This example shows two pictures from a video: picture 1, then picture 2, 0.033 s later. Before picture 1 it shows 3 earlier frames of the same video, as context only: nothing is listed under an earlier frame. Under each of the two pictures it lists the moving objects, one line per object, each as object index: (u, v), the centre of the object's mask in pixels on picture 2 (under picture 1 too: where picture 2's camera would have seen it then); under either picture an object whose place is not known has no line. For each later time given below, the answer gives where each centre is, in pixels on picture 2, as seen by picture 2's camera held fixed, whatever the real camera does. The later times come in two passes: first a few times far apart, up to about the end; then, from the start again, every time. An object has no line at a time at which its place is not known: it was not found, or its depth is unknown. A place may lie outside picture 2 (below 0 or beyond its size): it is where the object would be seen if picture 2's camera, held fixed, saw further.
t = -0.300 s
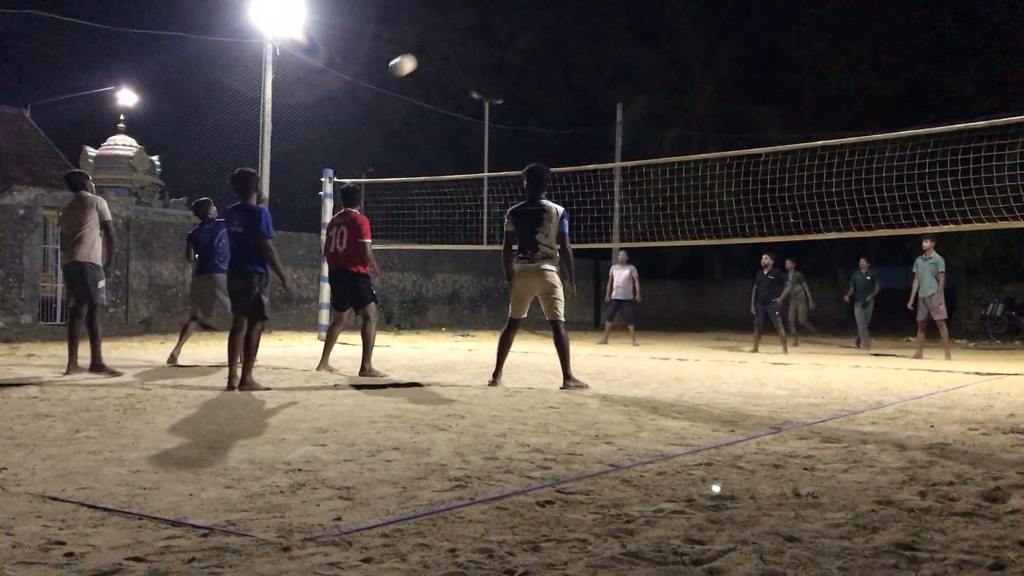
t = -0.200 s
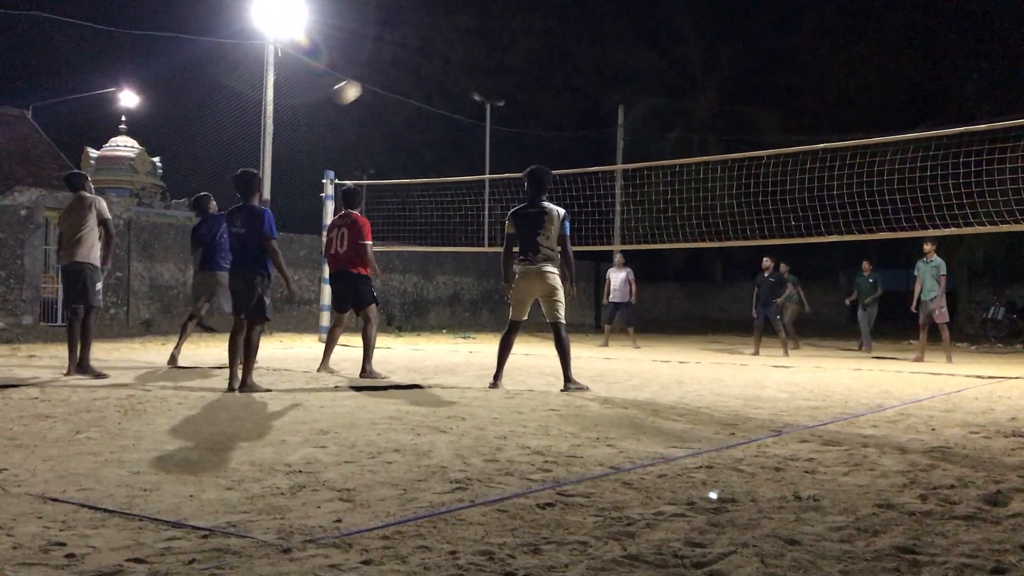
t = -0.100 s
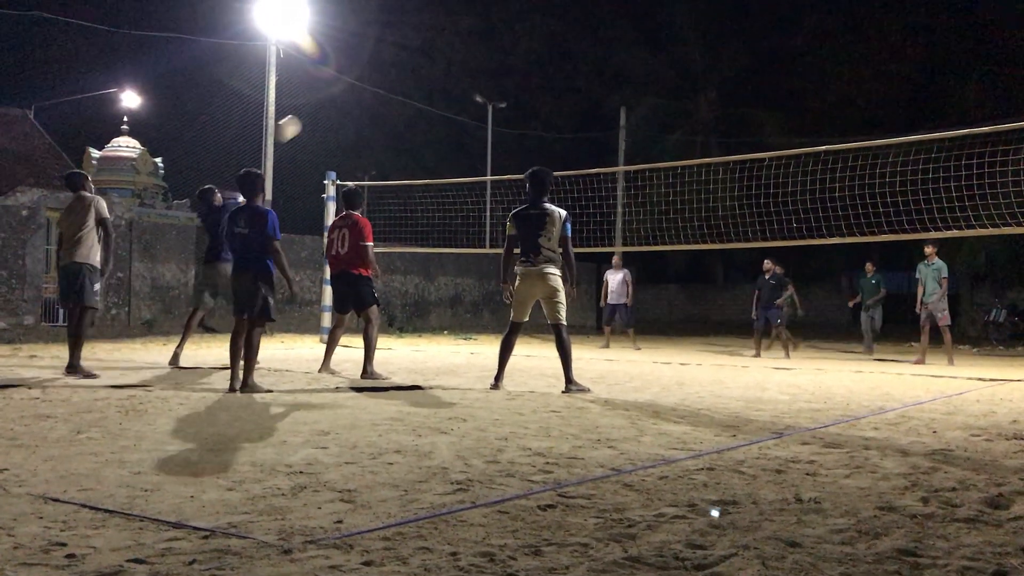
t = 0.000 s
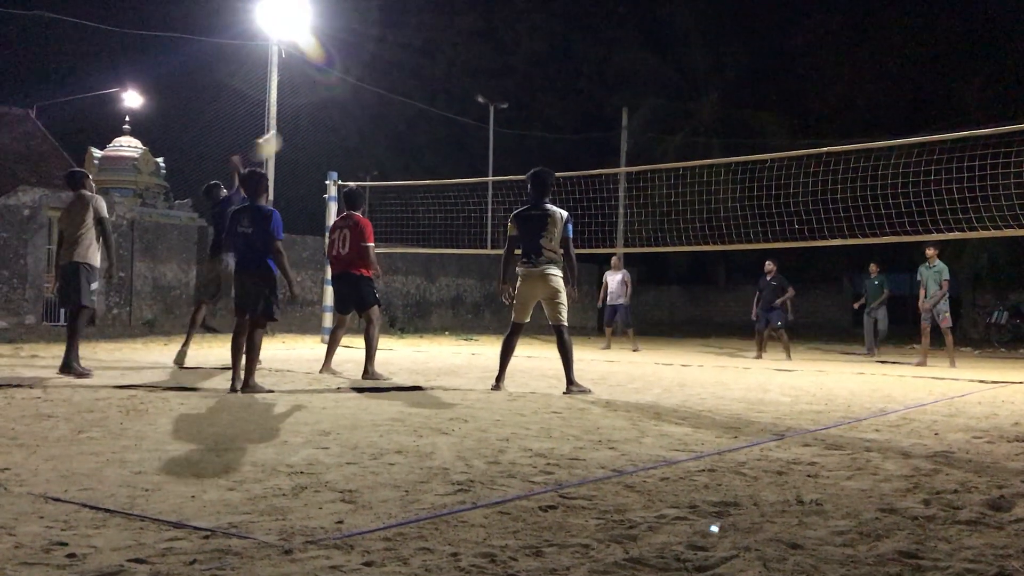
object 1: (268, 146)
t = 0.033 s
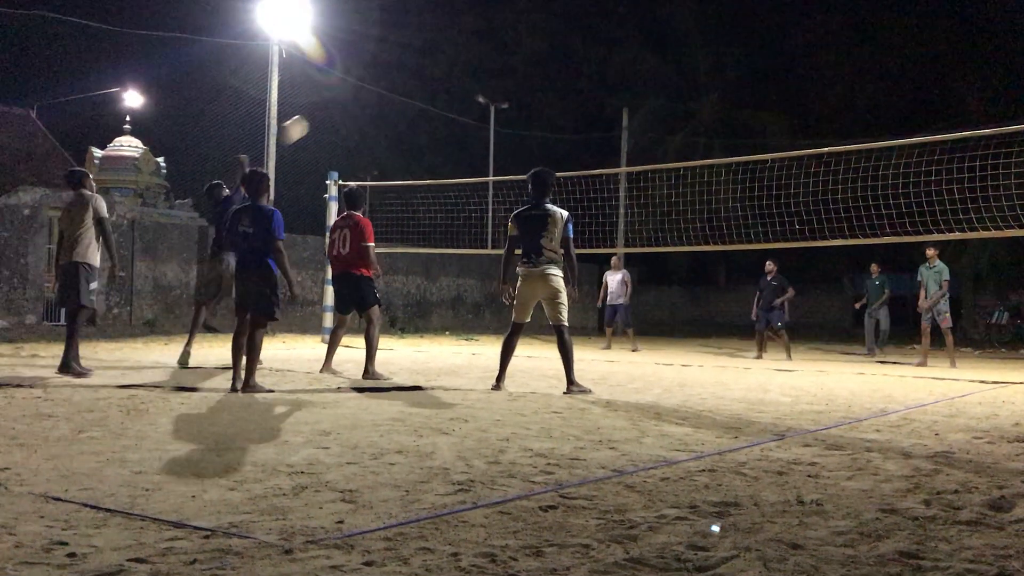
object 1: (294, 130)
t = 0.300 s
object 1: (467, 59)
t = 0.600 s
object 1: (607, 58)
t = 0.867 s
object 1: (700, 105)
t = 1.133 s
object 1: (774, 182)
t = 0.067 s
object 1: (318, 117)
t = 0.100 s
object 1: (342, 104)
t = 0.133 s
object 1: (365, 93)
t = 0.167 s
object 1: (387, 84)
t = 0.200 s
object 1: (408, 77)
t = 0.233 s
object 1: (428, 70)
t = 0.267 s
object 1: (448, 64)
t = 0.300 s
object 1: (467, 59)
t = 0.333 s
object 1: (484, 56)
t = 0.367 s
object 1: (502, 53)
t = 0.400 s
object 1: (518, 51)
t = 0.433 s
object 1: (534, 51)
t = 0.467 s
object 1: (550, 50)
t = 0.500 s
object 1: (565, 51)
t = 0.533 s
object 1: (579, 53)
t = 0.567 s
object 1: (593, 55)
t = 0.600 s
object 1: (607, 58)
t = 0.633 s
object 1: (619, 62)
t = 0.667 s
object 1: (632, 66)
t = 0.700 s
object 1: (644, 71)
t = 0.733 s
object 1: (656, 77)
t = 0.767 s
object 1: (667, 83)
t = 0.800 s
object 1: (679, 90)
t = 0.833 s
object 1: (689, 97)
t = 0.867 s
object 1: (700, 105)
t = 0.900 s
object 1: (710, 113)
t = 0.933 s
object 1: (720, 121)
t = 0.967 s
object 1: (730, 130)
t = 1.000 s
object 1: (740, 140)
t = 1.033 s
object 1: (748, 149)
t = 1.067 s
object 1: (758, 160)
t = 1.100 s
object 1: (766, 171)
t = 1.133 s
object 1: (774, 182)
